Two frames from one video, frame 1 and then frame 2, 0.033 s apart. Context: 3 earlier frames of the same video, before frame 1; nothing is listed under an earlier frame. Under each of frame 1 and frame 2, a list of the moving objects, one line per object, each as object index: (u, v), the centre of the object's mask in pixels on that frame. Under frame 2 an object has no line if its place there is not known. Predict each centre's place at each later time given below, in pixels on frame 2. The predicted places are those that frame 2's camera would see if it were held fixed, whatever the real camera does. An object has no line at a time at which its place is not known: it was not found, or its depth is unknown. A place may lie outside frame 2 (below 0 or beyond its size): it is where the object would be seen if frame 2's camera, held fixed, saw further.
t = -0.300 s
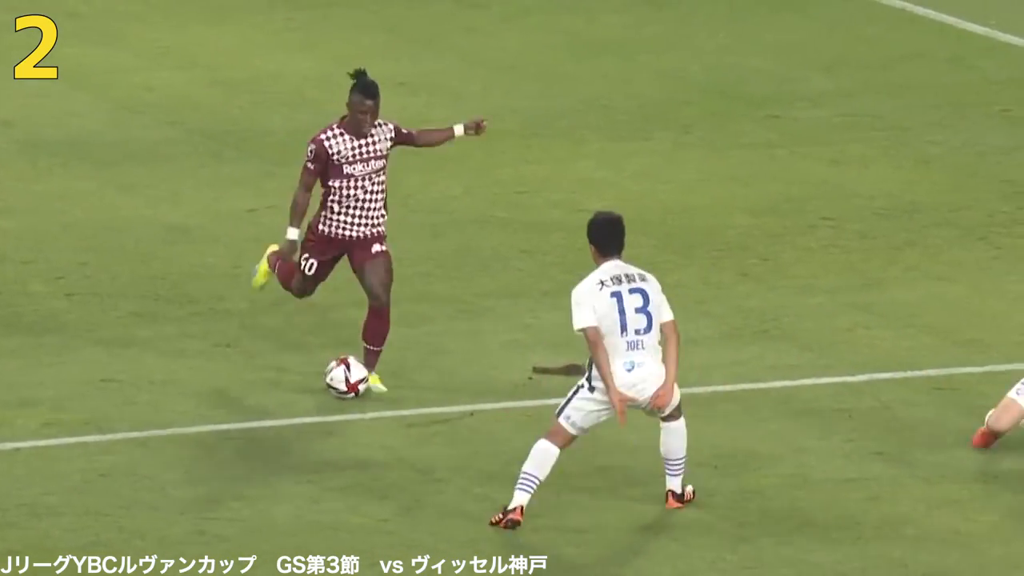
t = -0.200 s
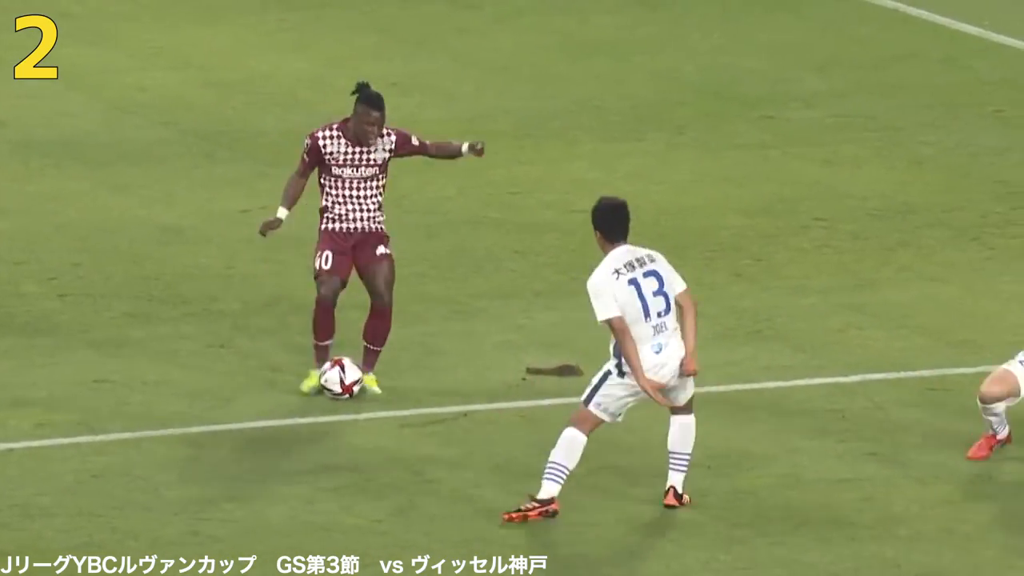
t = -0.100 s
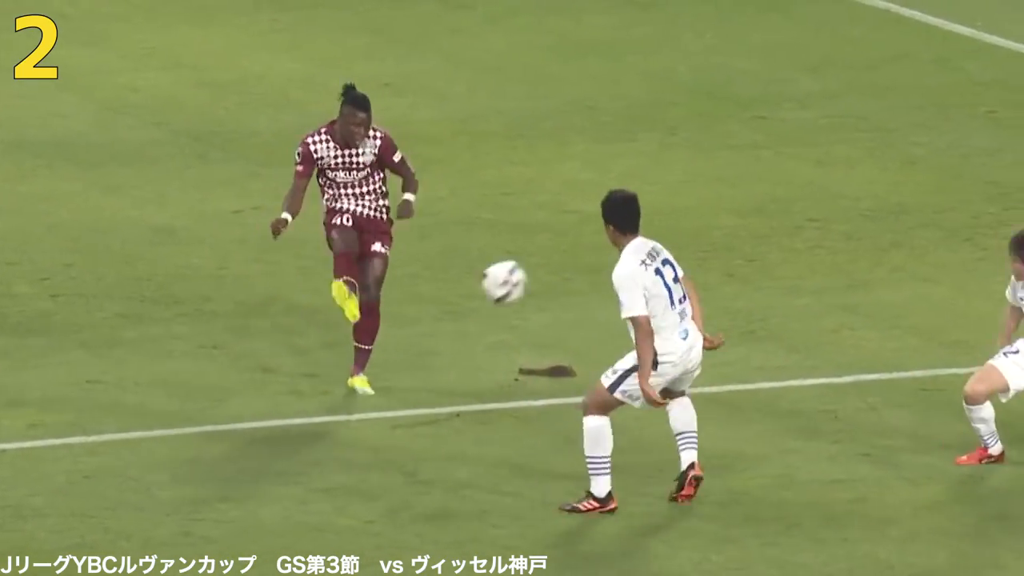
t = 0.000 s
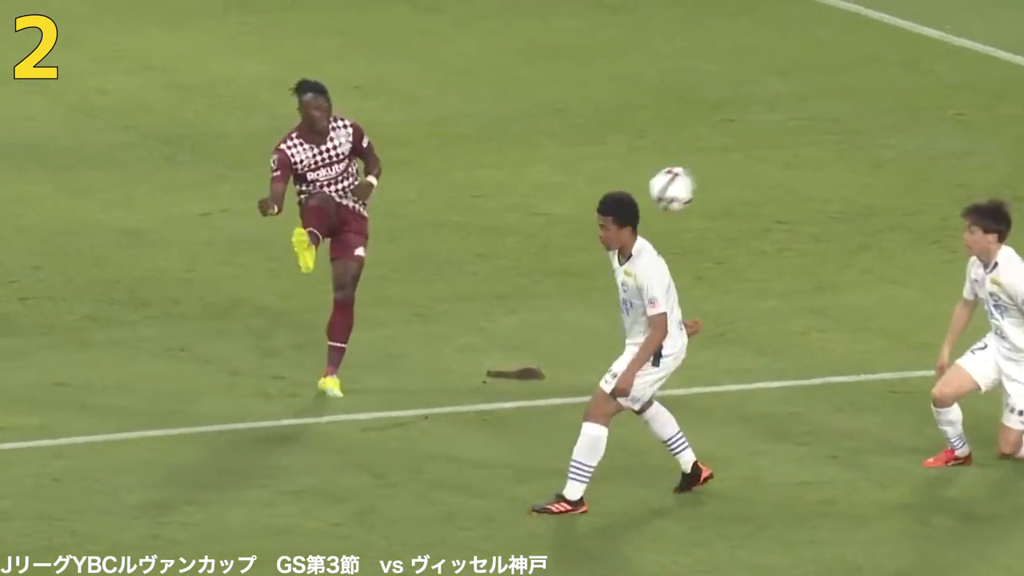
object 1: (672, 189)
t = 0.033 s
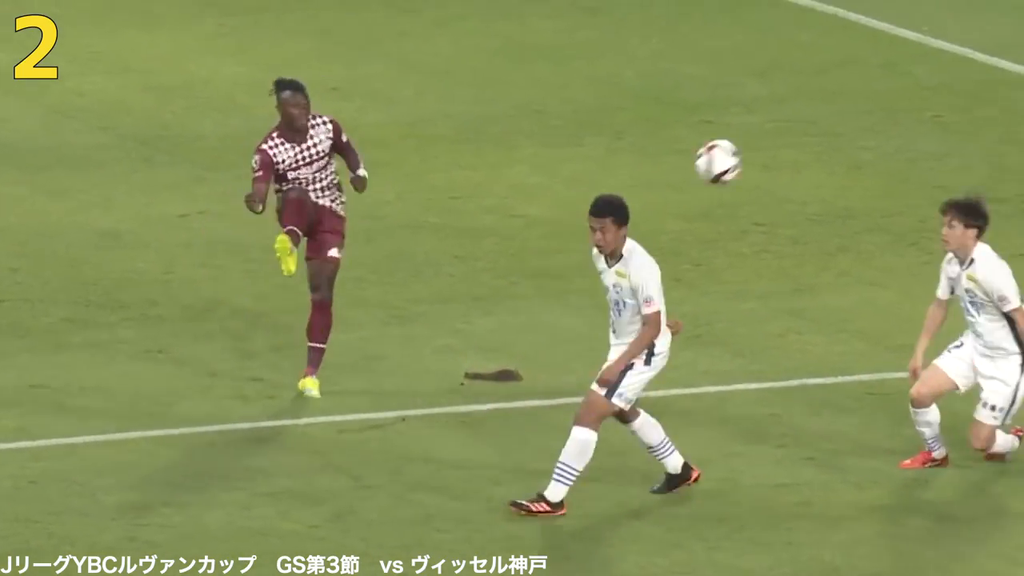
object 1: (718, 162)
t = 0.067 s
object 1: (787, 135)
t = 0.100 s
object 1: (857, 110)
